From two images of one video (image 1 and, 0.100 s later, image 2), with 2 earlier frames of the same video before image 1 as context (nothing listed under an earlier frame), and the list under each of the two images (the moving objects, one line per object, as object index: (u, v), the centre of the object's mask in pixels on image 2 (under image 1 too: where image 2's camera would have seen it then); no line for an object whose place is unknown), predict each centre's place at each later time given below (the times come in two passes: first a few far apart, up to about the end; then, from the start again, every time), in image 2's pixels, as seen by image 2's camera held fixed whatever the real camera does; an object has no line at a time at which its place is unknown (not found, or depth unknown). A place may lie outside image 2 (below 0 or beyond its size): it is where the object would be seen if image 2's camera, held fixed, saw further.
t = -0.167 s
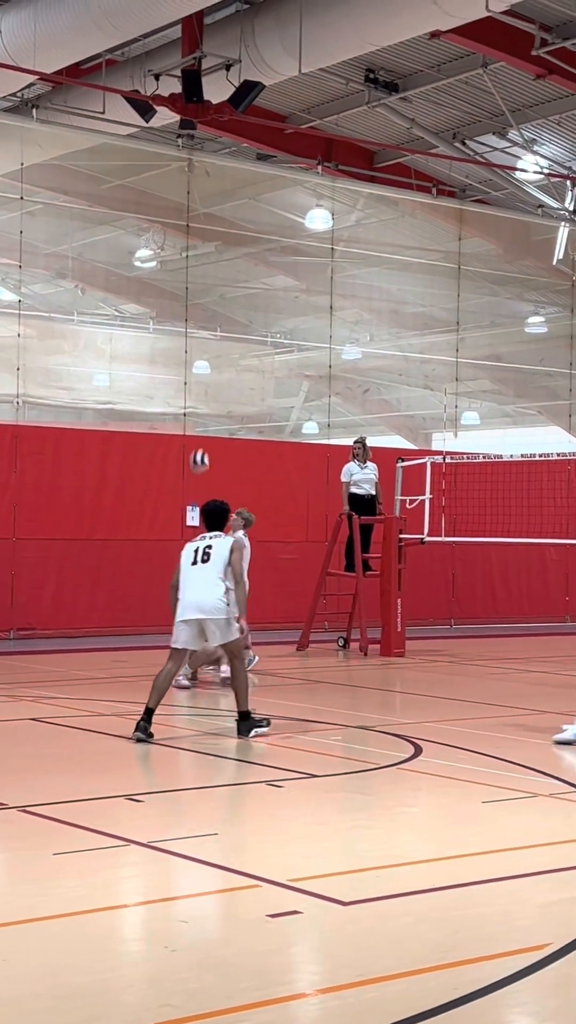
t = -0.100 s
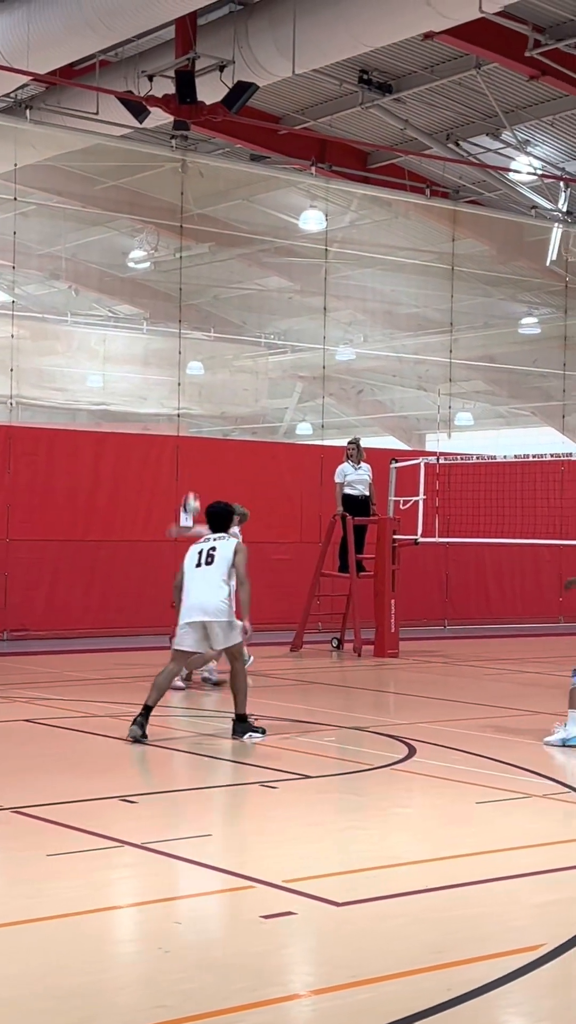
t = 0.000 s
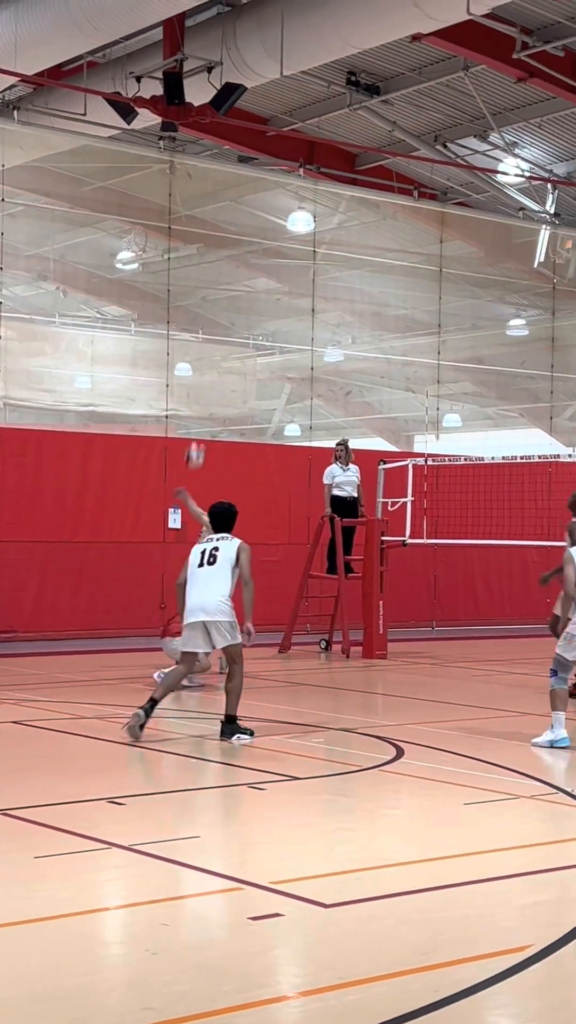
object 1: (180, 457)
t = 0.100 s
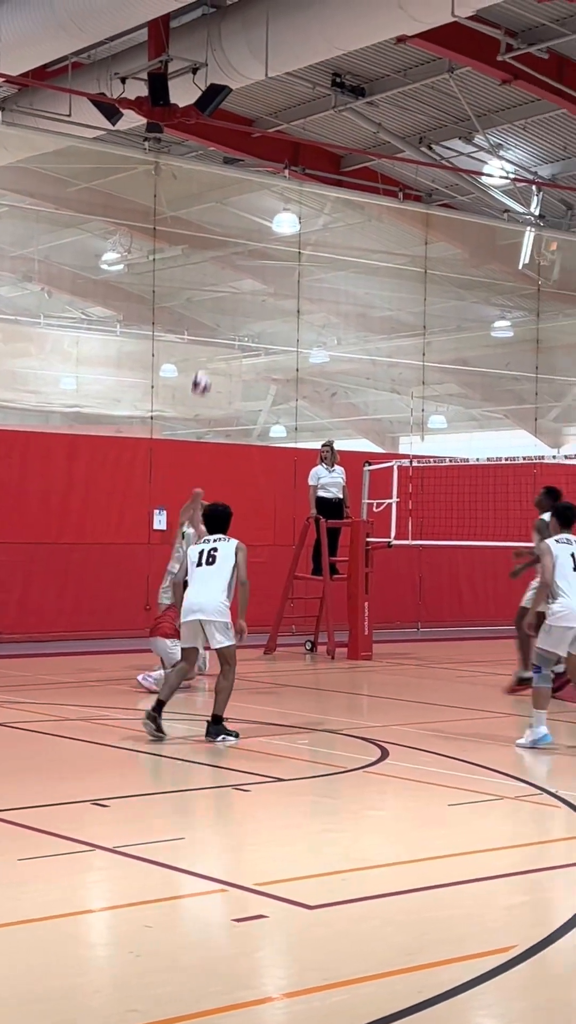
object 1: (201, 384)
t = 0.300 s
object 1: (243, 259)
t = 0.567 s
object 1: (308, 146)
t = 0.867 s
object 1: (389, 107)
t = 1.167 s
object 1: (477, 183)
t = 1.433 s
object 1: (558, 373)
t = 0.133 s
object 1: (208, 362)
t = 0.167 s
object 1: (215, 338)
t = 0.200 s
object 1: (222, 318)
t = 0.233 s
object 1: (228, 297)
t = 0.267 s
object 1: (236, 277)
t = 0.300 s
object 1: (243, 259)
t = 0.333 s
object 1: (251, 241)
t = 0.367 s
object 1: (257, 225)
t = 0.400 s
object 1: (266, 210)
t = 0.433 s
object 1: (274, 193)
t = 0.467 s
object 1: (283, 179)
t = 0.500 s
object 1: (291, 167)
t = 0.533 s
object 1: (299, 157)
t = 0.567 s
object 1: (308, 146)
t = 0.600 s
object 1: (316, 137)
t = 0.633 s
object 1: (325, 129)
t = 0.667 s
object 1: (334, 121)
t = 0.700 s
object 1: (343, 115)
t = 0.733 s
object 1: (351, 111)
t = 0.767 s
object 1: (361, 108)
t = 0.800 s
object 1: (370, 107)
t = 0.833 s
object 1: (379, 107)
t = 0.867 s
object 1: (389, 107)
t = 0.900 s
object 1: (399, 109)
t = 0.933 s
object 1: (408, 113)
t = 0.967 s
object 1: (417, 119)
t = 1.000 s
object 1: (428, 126)
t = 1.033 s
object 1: (437, 135)
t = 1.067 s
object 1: (446, 144)
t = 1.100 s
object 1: (456, 156)
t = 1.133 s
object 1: (466, 170)
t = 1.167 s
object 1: (477, 183)
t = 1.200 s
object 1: (488, 203)
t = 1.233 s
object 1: (498, 221)
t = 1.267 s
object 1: (507, 243)
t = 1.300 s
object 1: (518, 267)
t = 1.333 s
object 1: (529, 289)
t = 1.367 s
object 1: (538, 316)
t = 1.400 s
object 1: (547, 346)
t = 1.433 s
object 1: (558, 373)
